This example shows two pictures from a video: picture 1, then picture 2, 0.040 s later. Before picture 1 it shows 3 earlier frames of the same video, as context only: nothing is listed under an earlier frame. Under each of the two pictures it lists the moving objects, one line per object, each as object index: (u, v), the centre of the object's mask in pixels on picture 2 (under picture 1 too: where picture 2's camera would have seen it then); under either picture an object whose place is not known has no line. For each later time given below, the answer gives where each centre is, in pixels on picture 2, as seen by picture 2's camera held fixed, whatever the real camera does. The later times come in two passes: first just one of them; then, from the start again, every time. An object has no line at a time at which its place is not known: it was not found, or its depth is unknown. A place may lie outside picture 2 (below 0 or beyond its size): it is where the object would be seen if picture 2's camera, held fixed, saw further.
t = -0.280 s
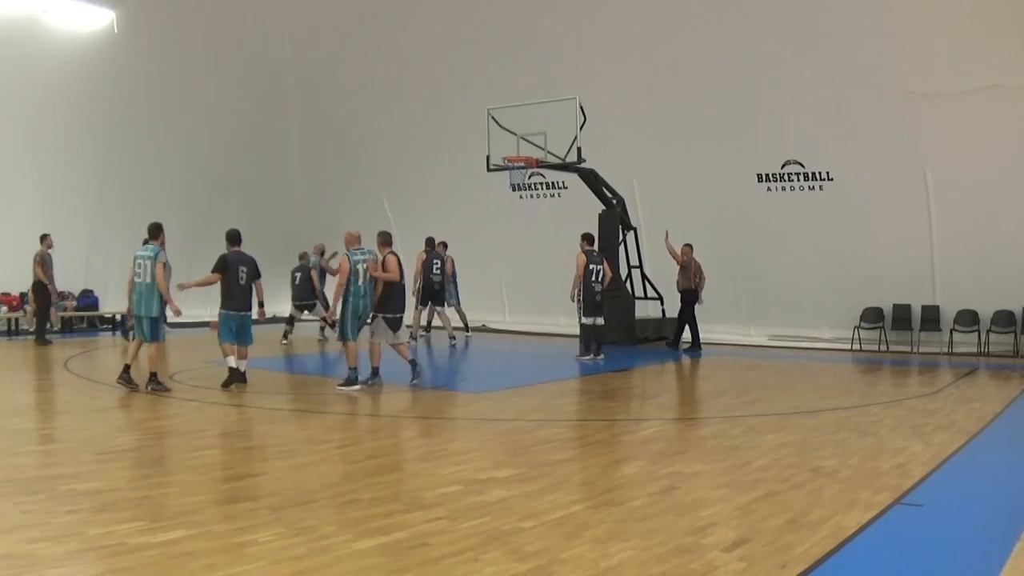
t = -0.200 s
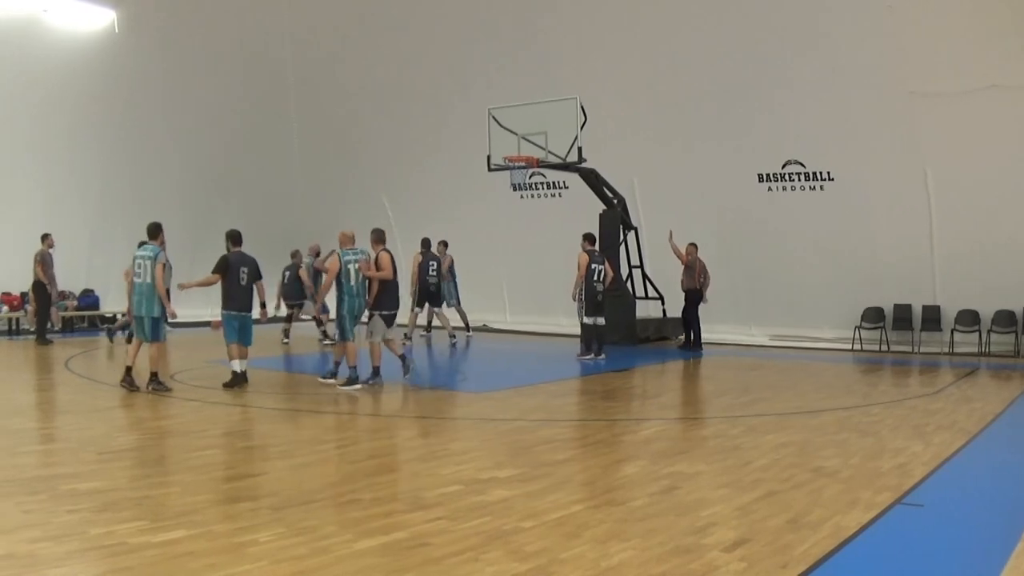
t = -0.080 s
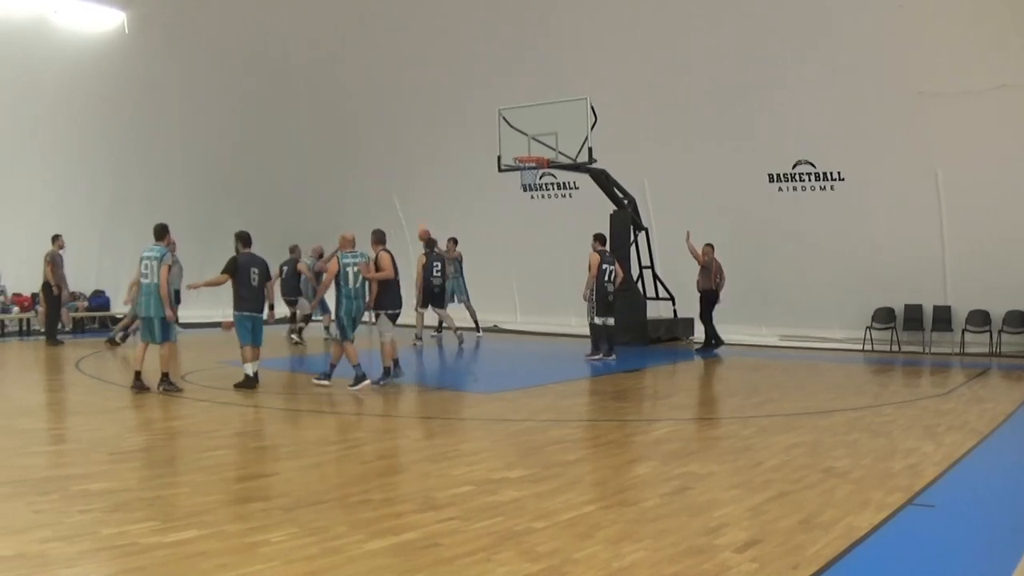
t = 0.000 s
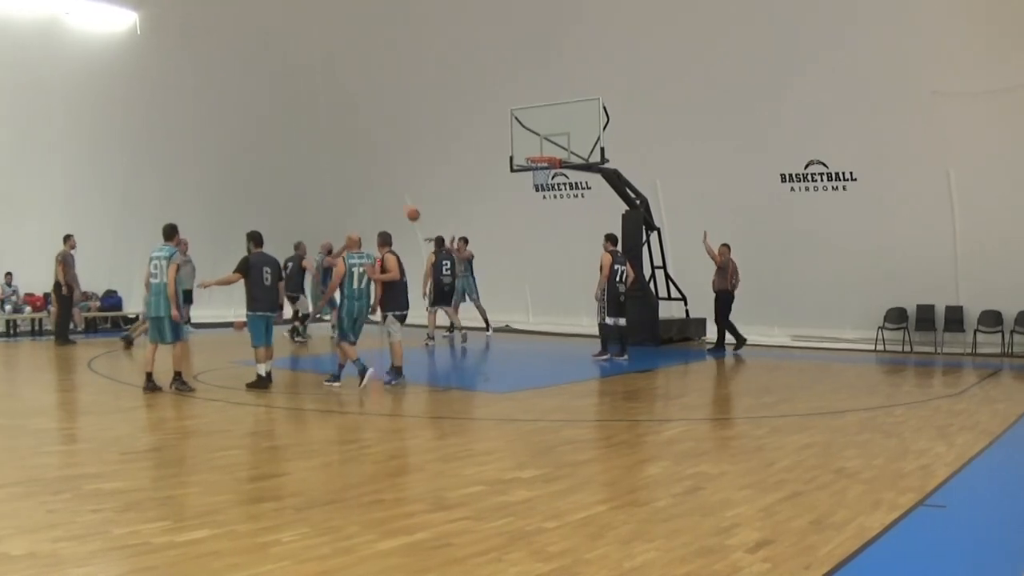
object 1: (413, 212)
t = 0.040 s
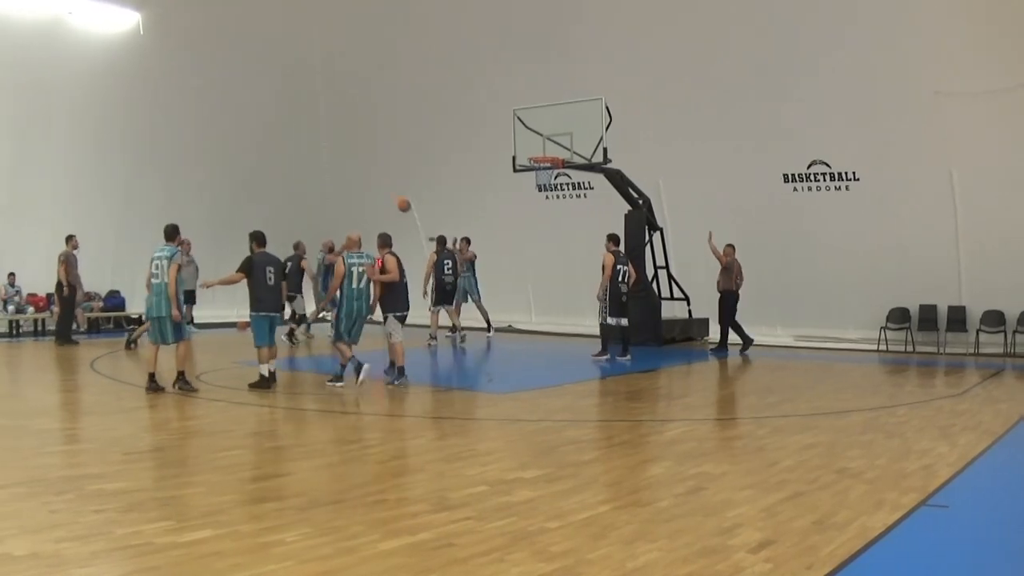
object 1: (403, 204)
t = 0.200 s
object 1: (358, 174)
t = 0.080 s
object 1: (391, 195)
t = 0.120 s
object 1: (380, 187)
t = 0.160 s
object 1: (368, 181)
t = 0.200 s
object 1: (358, 174)
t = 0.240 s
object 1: (347, 169)
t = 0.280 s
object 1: (337, 164)
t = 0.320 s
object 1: (327, 160)
